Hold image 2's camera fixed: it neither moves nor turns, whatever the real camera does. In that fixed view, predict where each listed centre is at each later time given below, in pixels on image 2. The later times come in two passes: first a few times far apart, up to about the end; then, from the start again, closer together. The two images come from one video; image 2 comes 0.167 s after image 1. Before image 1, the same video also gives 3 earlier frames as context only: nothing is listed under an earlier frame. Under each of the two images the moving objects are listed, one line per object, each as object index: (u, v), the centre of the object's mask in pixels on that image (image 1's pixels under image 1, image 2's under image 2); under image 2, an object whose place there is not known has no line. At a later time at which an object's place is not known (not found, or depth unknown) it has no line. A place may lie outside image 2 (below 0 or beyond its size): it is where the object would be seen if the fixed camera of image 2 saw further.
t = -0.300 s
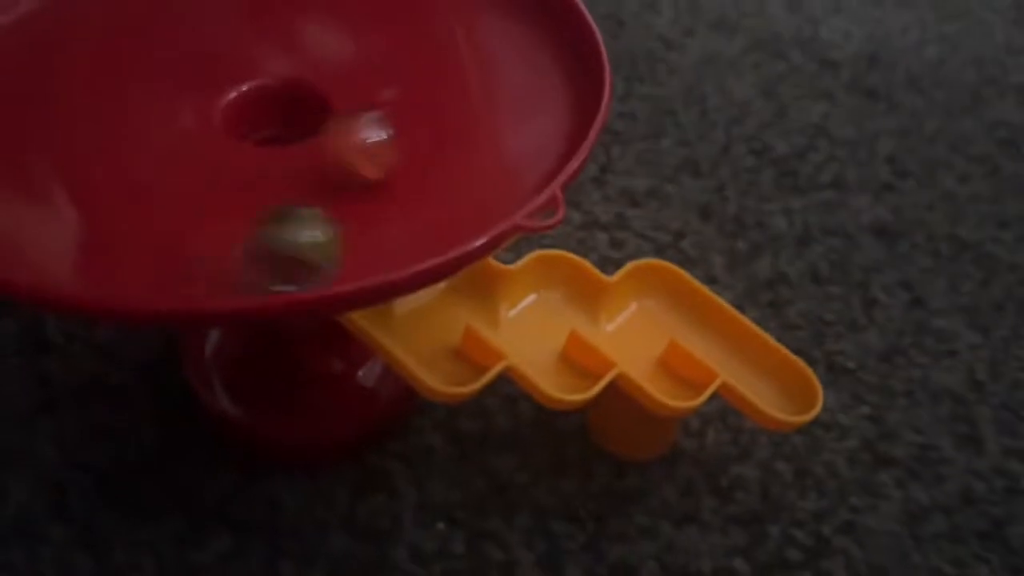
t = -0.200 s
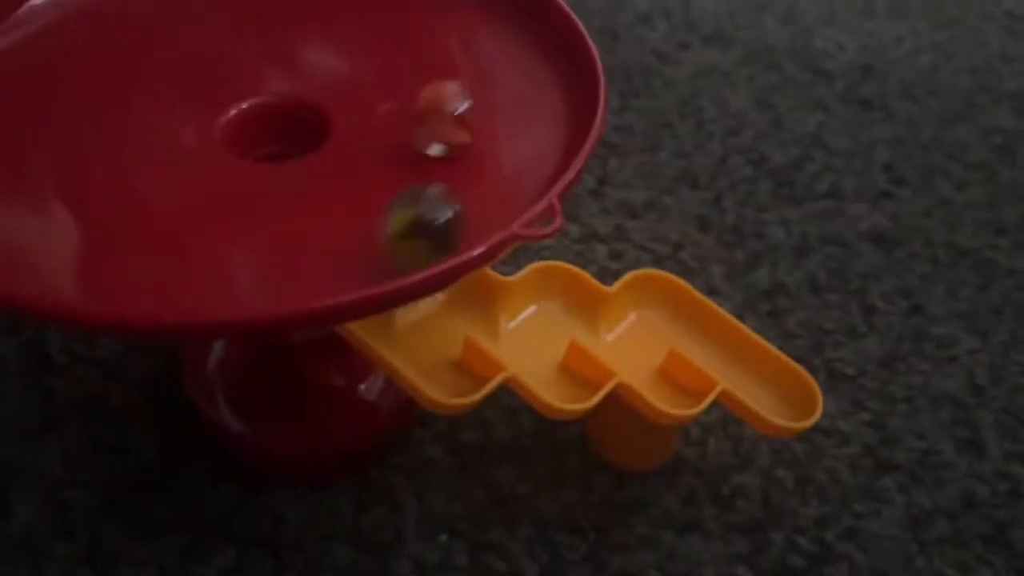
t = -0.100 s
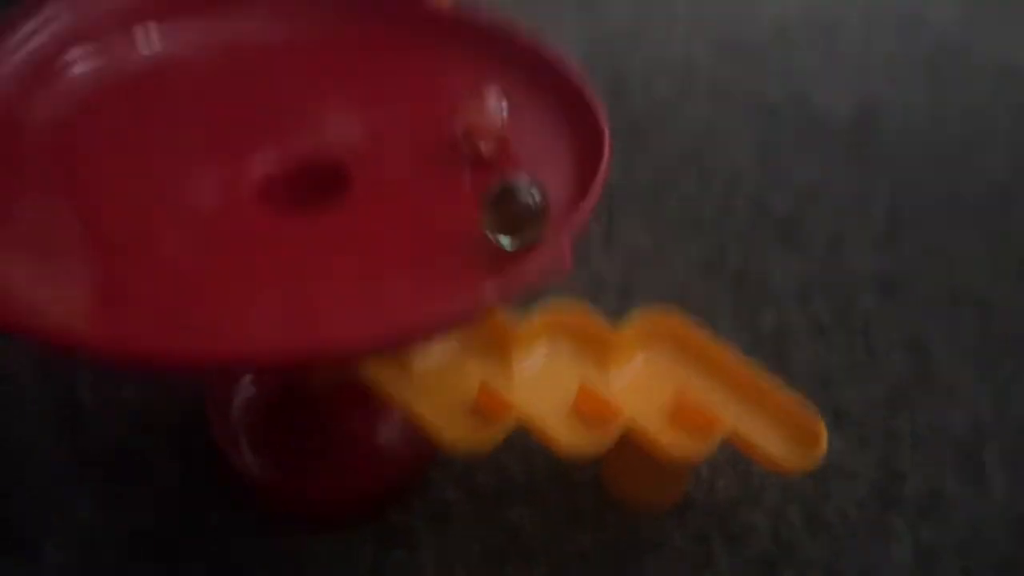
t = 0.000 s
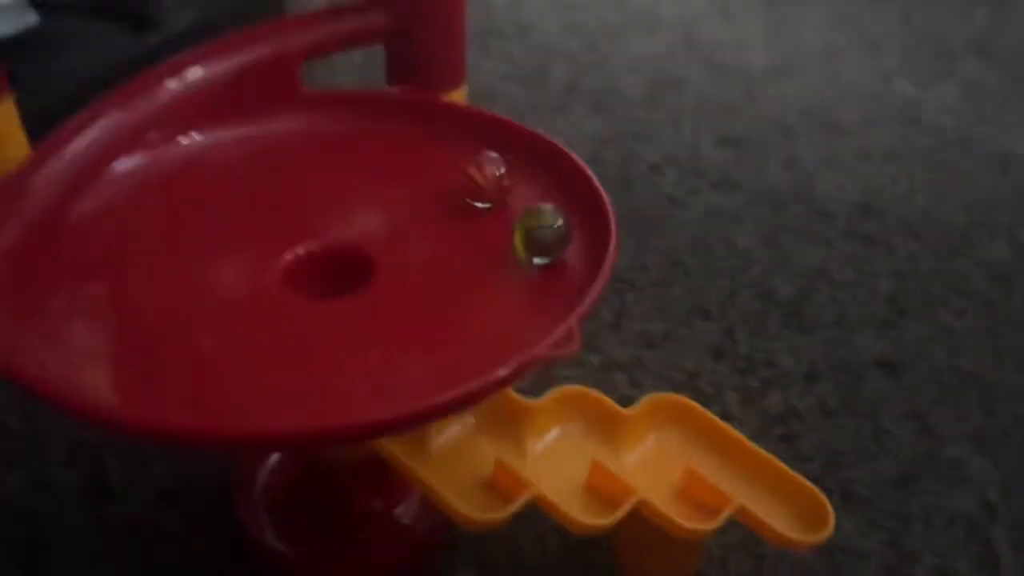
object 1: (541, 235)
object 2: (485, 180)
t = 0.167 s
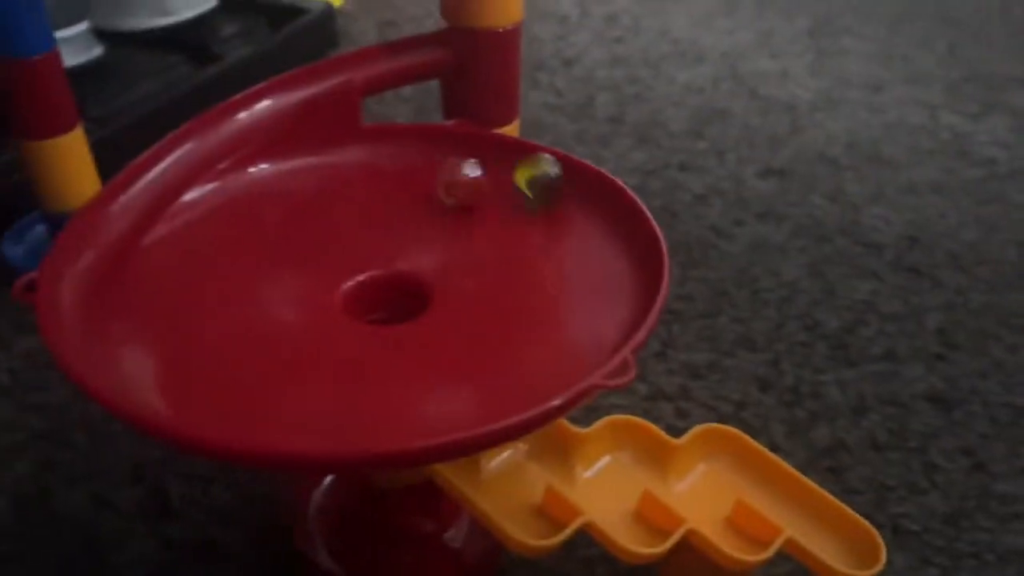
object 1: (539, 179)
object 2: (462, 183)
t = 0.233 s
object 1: (500, 160)
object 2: (422, 188)
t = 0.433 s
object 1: (340, 168)
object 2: (292, 228)
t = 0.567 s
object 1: (238, 204)
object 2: (255, 283)
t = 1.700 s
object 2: (291, 297)
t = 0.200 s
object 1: (522, 167)
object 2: (440, 183)
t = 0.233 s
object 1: (500, 160)
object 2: (422, 188)
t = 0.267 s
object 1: (479, 157)
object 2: (398, 192)
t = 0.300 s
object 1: (450, 157)
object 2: (374, 195)
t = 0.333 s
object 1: (421, 156)
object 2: (354, 198)
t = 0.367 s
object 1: (395, 159)
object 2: (332, 208)
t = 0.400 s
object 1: (369, 163)
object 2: (310, 216)
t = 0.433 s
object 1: (340, 168)
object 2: (292, 228)
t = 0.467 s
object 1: (311, 177)
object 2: (277, 240)
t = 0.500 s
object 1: (284, 185)
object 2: (262, 254)
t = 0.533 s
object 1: (260, 194)
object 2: (256, 267)
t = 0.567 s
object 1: (238, 204)
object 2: (255, 283)
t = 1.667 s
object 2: (288, 282)
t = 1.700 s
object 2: (291, 297)
